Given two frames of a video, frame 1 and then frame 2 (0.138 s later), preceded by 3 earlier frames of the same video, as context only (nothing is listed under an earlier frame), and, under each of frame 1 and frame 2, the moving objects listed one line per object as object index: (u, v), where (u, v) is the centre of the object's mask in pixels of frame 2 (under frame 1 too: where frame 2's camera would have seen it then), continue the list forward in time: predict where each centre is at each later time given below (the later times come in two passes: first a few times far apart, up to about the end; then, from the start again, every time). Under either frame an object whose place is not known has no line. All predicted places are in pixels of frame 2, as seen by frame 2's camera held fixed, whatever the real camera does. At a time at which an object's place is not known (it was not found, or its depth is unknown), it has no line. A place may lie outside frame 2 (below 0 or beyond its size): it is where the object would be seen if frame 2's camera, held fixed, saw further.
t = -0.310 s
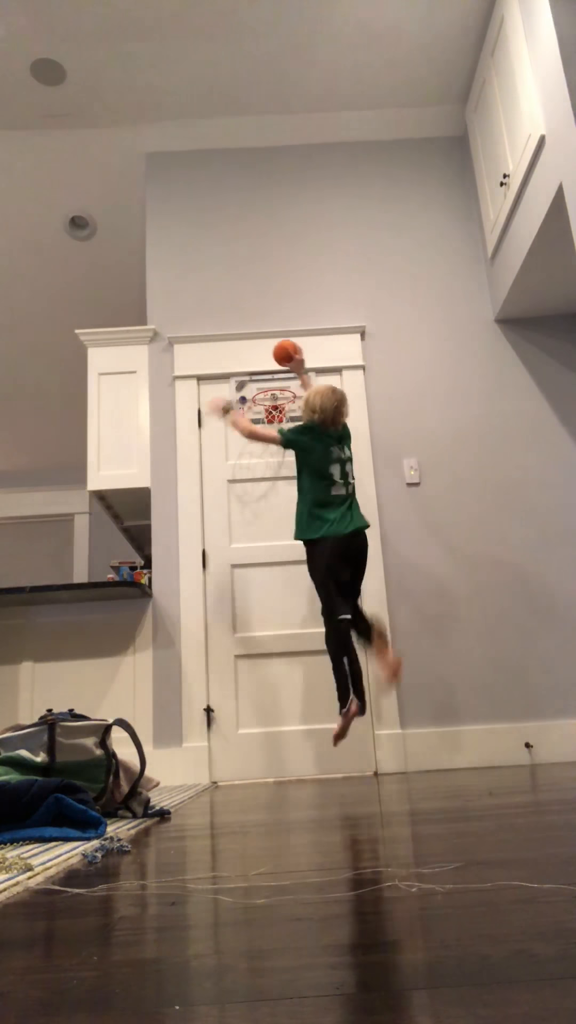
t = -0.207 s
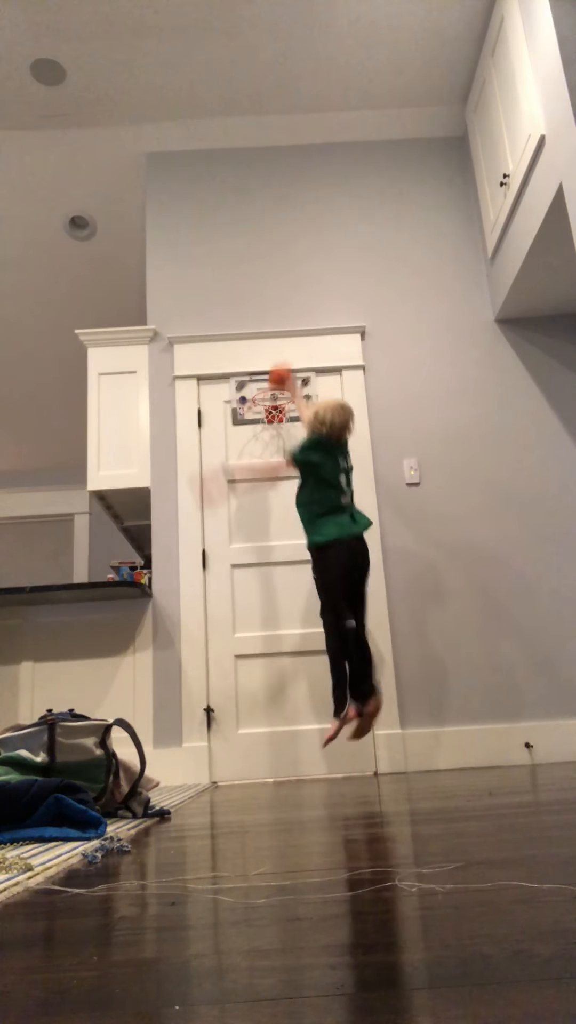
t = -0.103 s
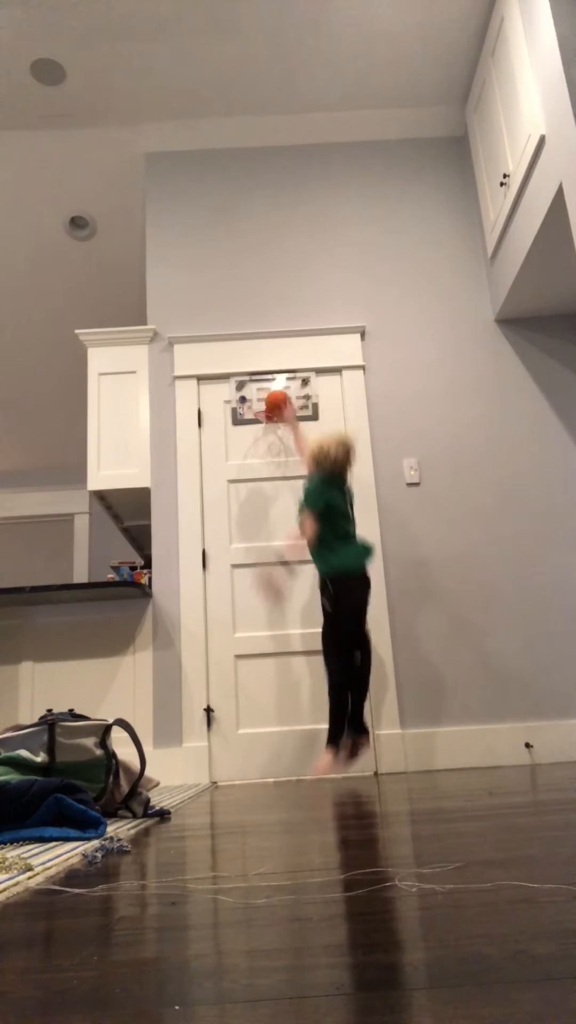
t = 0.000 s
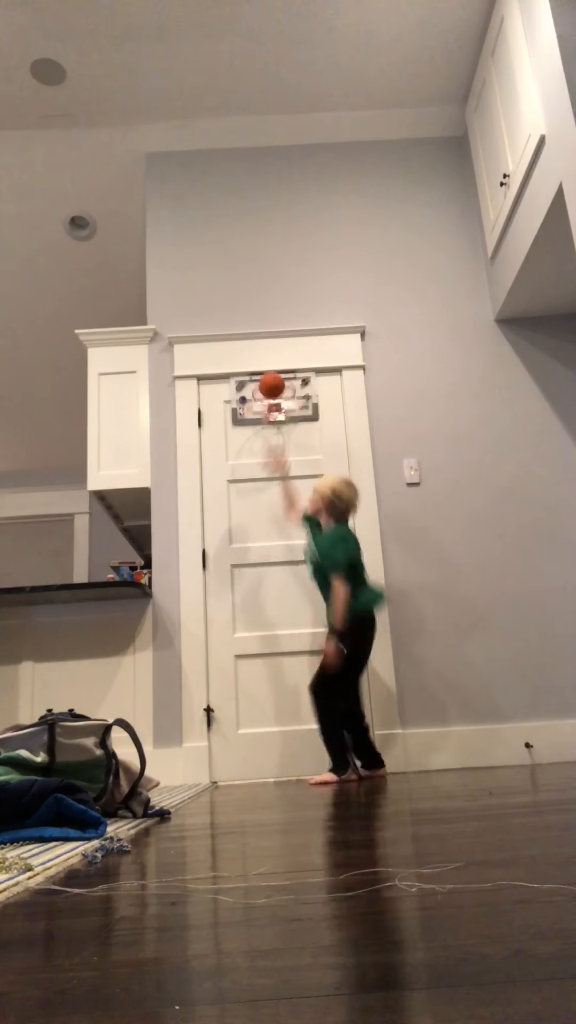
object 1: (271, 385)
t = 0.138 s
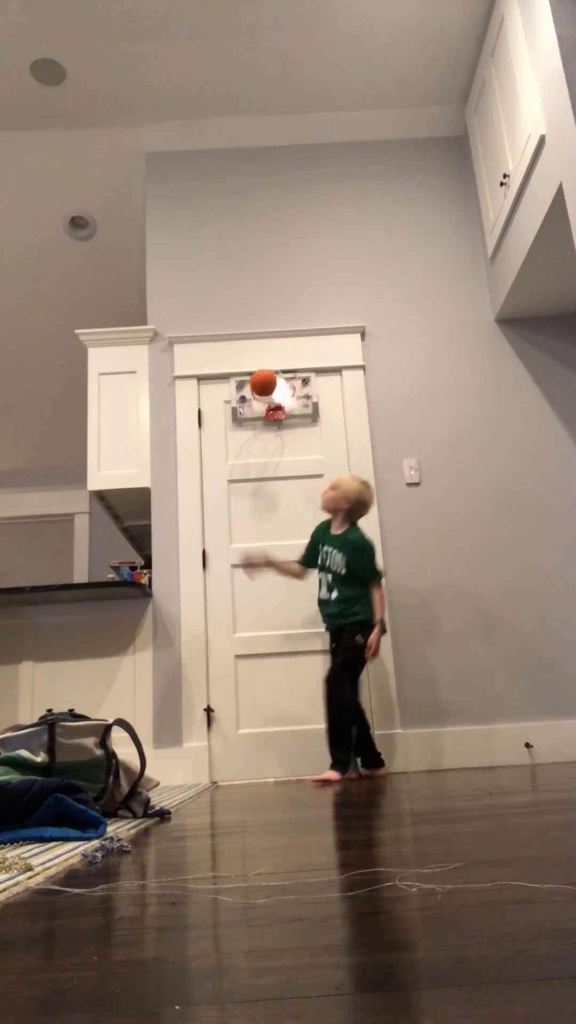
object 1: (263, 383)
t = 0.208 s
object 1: (260, 394)
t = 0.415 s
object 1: (249, 495)
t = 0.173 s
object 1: (261, 388)
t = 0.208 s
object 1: (260, 394)
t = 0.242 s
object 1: (258, 402)
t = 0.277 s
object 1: (256, 414)
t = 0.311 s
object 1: (254, 429)
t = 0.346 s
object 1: (252, 446)
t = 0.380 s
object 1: (251, 467)
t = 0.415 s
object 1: (249, 495)
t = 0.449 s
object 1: (249, 523)
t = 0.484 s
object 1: (247, 555)
